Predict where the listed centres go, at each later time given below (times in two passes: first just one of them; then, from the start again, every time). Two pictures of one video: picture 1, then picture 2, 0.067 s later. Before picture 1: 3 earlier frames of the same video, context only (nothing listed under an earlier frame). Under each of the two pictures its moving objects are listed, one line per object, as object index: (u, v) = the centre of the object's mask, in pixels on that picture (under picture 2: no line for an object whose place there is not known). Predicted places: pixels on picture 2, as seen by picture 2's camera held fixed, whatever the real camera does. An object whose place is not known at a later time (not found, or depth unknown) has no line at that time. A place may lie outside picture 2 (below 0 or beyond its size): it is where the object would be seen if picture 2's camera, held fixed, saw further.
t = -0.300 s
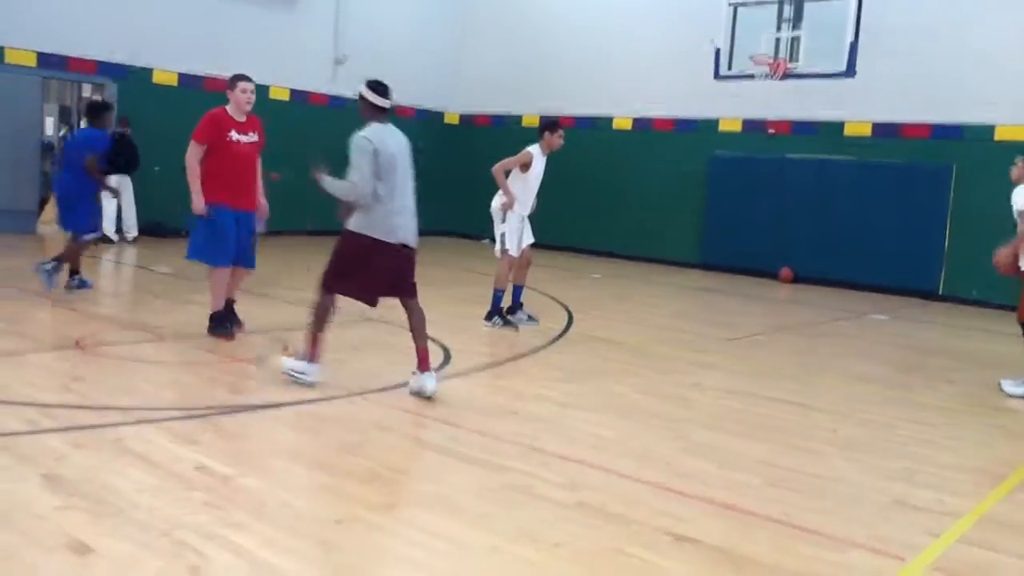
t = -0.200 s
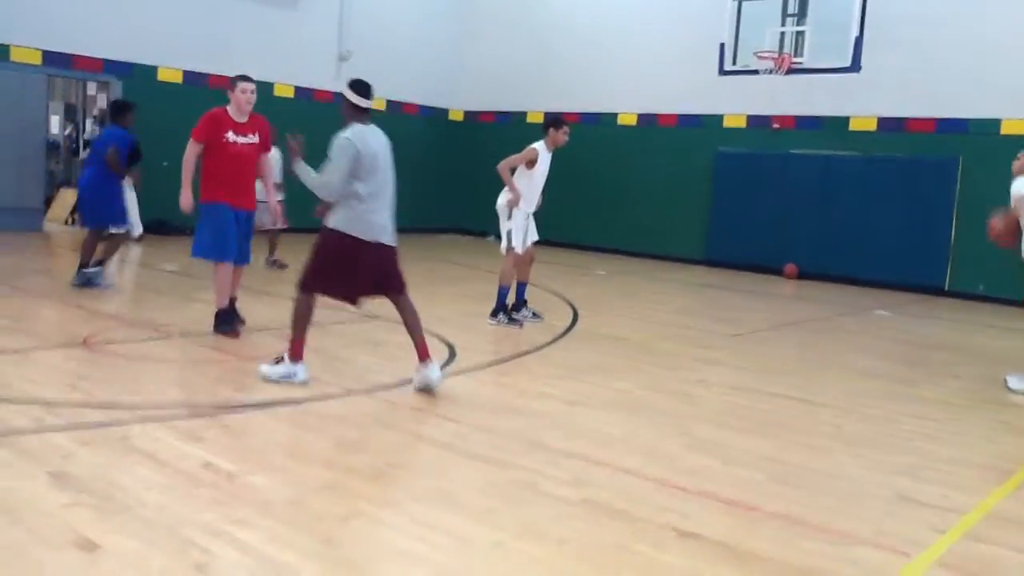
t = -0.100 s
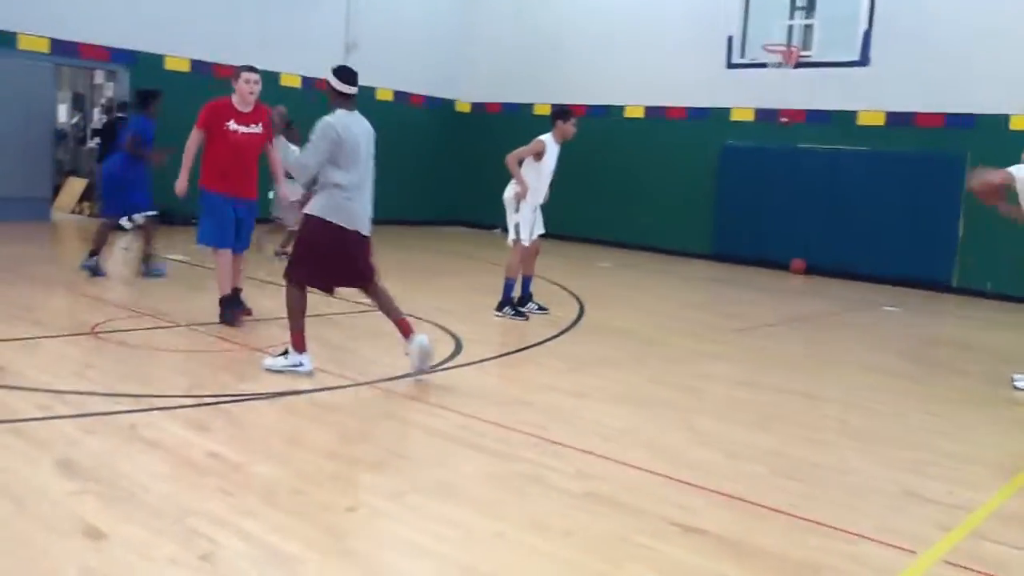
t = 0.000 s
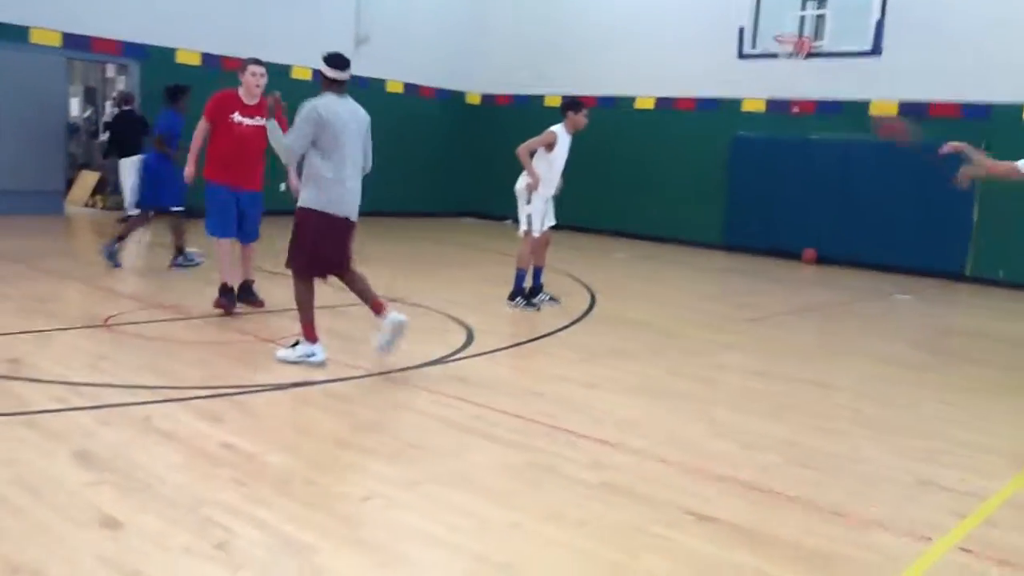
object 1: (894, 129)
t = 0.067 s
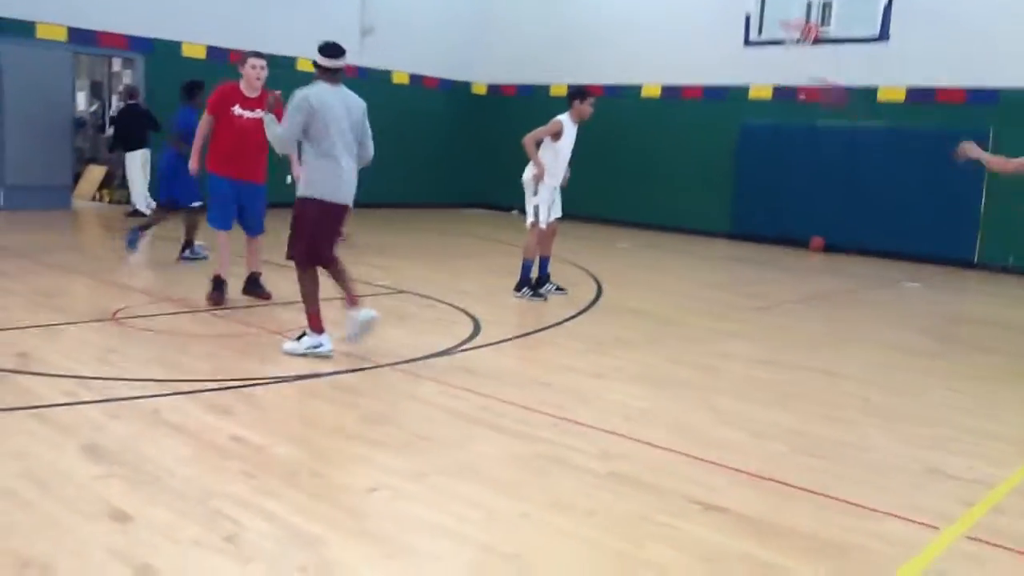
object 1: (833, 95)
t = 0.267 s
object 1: (636, 66)
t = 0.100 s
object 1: (786, 80)
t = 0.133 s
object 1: (754, 76)
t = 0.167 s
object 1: (721, 72)
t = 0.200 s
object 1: (692, 69)
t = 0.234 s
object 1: (664, 67)
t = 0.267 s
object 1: (636, 66)
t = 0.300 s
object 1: (612, 67)
